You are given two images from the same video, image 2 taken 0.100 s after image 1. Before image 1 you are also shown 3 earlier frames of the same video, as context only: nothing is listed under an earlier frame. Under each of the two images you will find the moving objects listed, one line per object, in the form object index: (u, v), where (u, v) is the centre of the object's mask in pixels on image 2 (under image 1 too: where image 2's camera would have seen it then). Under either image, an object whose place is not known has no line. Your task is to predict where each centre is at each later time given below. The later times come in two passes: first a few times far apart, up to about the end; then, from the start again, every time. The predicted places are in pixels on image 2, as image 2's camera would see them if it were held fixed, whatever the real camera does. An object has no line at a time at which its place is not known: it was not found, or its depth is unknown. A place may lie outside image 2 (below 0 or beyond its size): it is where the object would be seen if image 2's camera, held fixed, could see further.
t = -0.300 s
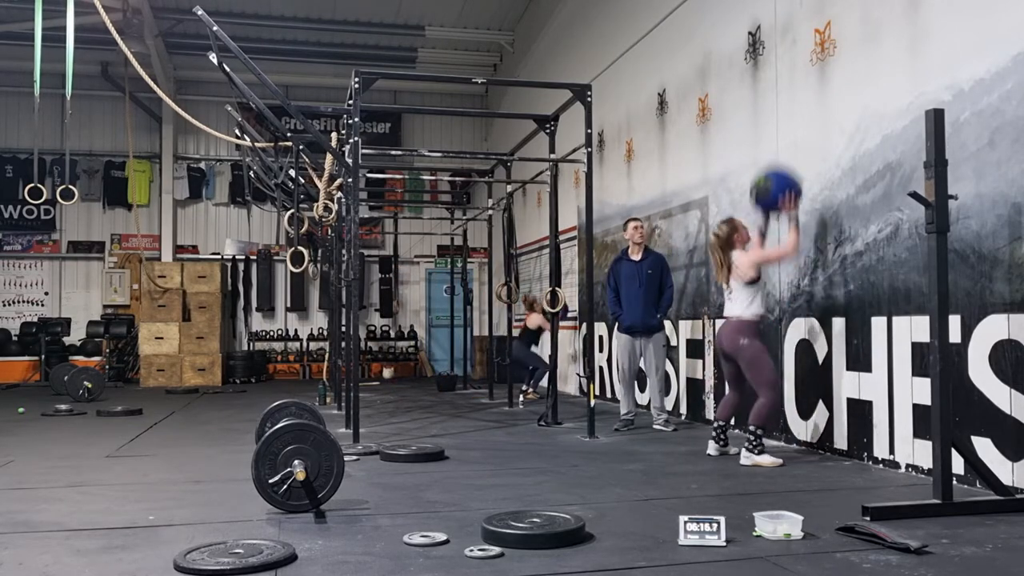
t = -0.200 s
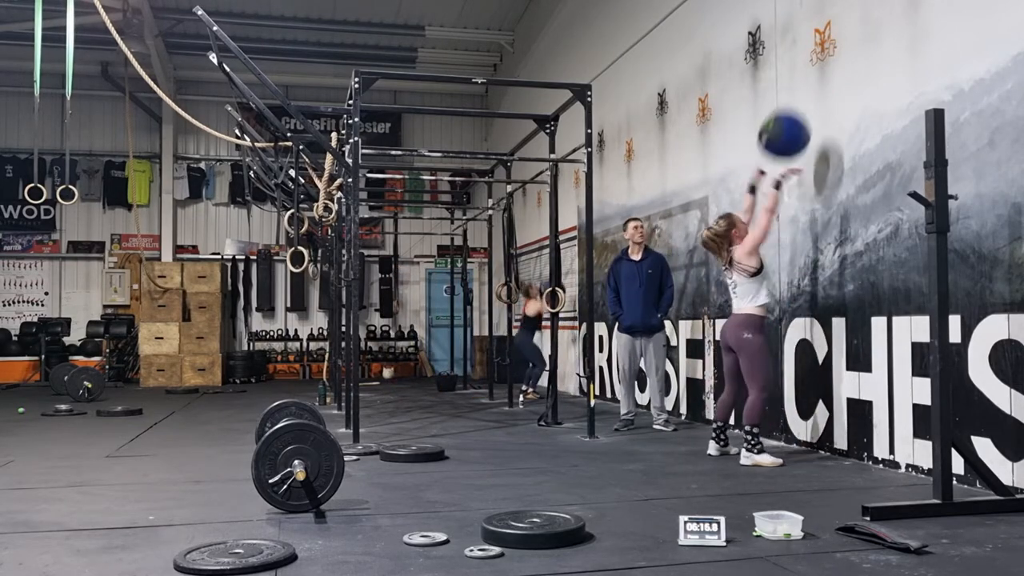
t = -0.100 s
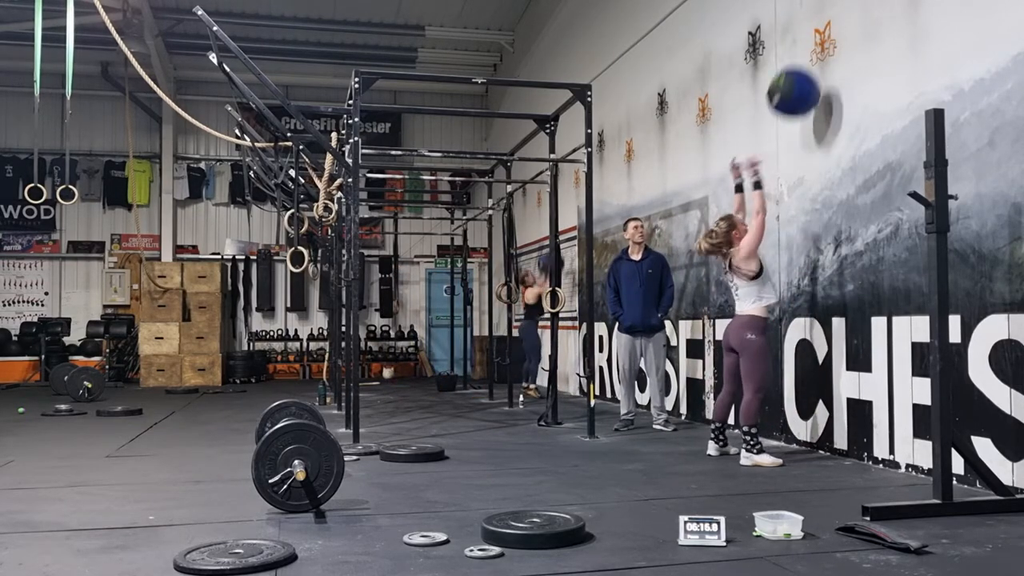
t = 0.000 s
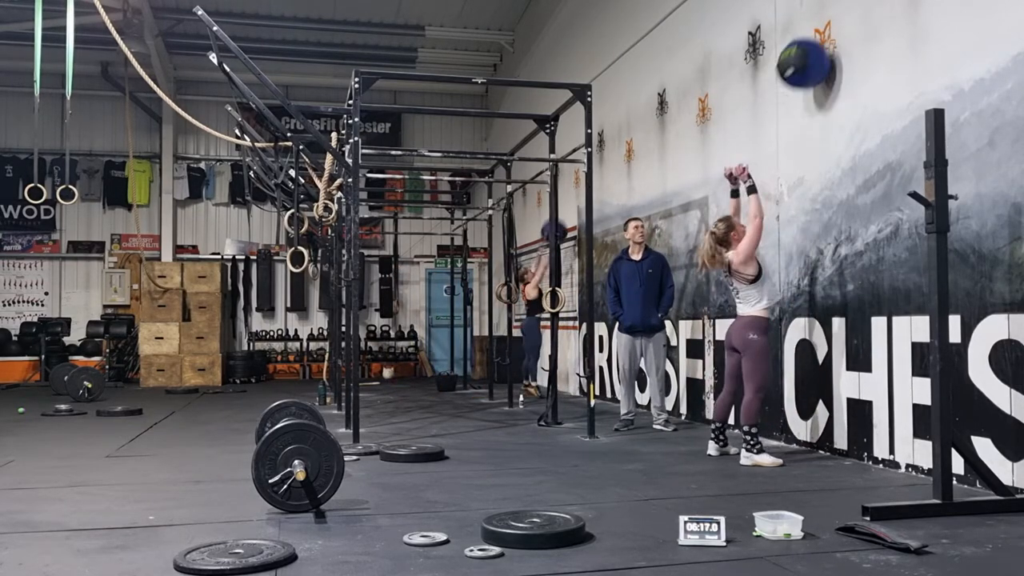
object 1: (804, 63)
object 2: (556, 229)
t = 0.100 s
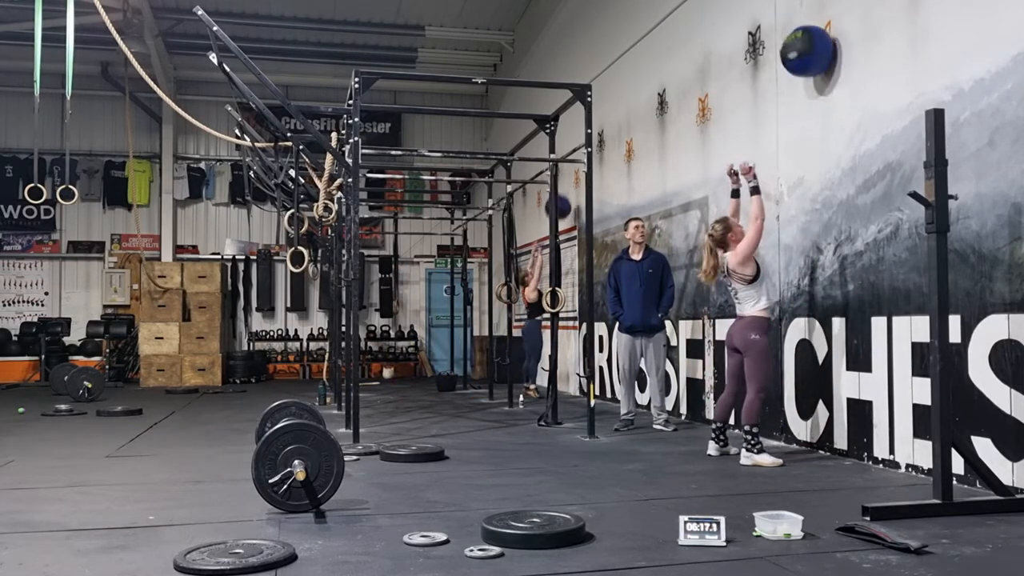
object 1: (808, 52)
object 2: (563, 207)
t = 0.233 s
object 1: (797, 56)
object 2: (566, 185)
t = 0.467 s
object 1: (779, 123)
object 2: (567, 181)
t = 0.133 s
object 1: (805, 50)
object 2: (564, 199)
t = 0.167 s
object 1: (803, 51)
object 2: (565, 194)
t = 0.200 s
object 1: (800, 52)
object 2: (566, 189)
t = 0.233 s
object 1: (797, 56)
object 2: (566, 185)
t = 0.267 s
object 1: (794, 61)
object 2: (567, 182)
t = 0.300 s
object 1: (792, 67)
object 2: (568, 179)
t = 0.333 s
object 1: (789, 75)
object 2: (568, 178)
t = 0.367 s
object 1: (787, 85)
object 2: (568, 178)
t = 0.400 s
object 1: (784, 96)
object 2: (568, 178)
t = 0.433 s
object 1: (782, 108)
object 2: (567, 179)
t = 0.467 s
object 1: (779, 123)
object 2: (567, 181)
